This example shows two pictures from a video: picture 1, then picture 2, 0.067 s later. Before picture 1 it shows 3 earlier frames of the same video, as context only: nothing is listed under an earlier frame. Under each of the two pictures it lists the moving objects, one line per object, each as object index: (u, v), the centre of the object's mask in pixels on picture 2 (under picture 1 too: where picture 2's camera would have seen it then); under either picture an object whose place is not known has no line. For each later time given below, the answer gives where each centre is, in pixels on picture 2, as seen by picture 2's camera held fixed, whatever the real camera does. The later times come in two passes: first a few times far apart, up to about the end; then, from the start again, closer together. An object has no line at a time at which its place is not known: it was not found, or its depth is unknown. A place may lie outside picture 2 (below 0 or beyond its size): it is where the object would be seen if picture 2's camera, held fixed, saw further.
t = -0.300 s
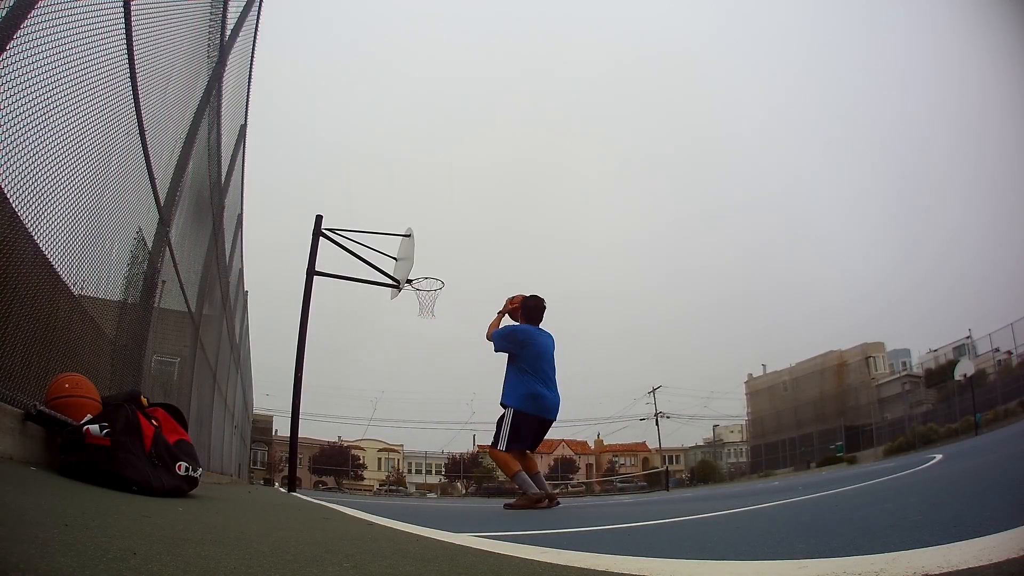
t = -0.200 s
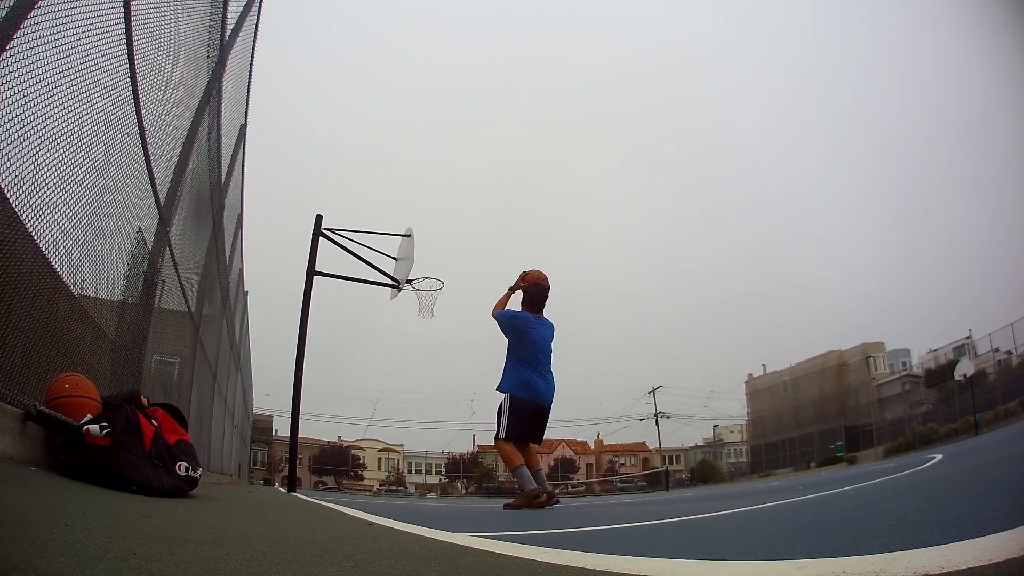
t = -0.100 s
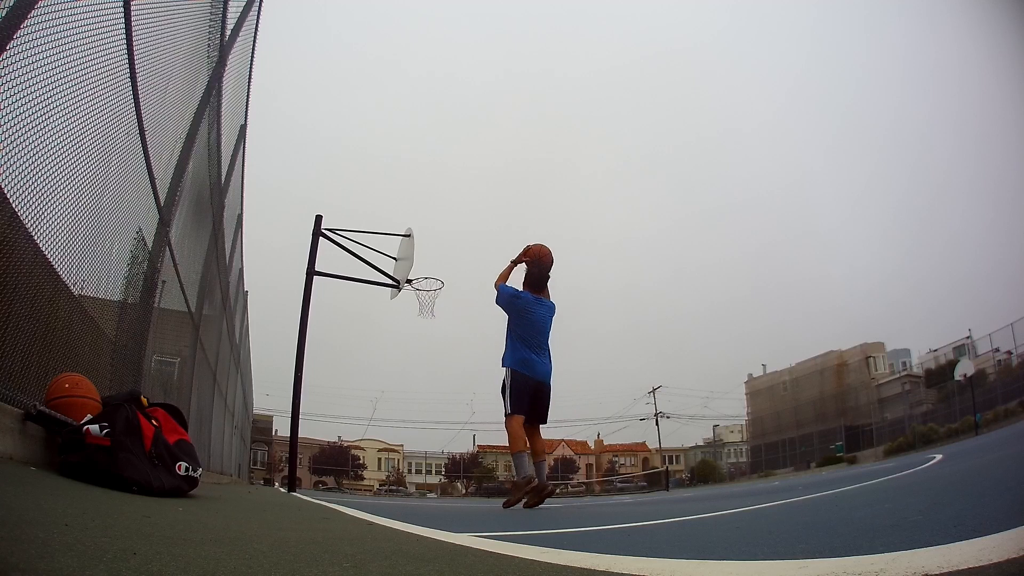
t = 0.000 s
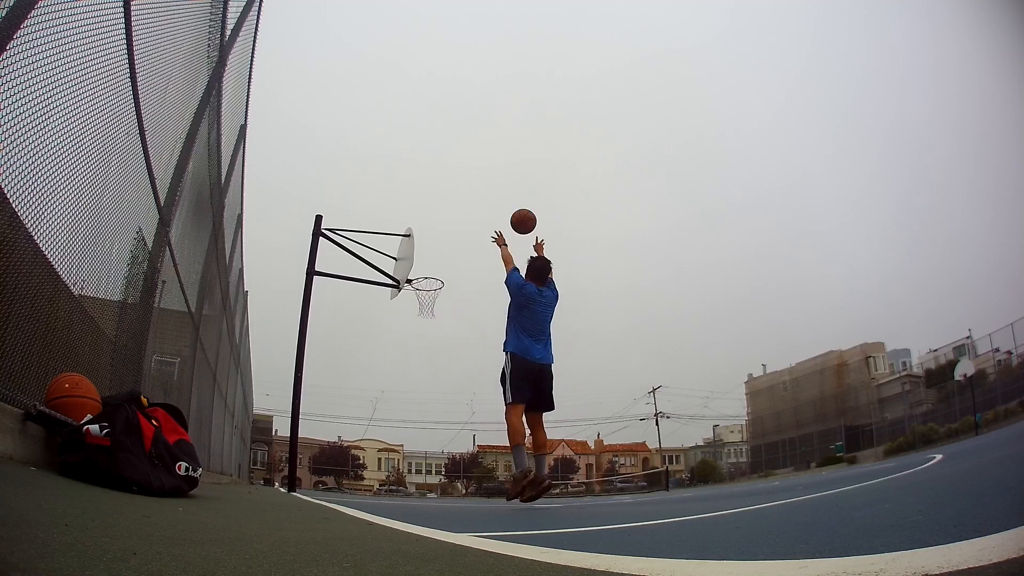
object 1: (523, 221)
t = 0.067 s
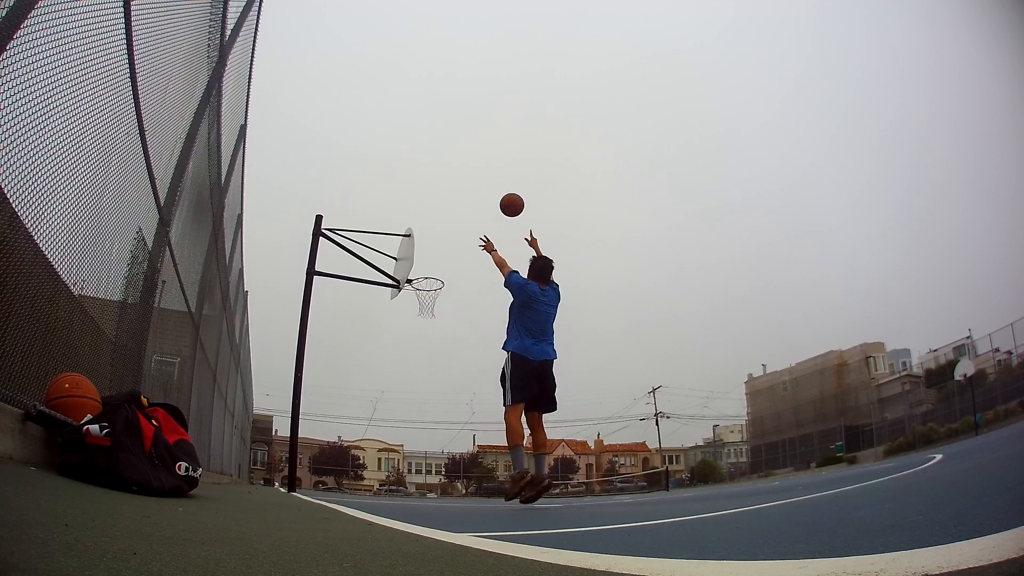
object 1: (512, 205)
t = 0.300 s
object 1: (480, 185)
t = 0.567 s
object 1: (454, 208)
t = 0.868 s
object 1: (430, 281)
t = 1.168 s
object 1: (414, 354)
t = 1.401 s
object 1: (401, 462)
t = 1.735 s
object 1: (399, 382)
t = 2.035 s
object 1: (400, 323)
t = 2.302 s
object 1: (398, 330)
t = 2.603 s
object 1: (391, 433)
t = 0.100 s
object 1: (506, 199)
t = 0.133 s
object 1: (501, 194)
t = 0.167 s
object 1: (497, 190)
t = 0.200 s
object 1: (493, 188)
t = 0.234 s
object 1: (488, 186)
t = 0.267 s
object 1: (484, 185)
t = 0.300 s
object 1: (480, 185)
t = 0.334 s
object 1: (477, 185)
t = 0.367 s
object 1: (473, 187)
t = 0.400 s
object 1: (470, 189)
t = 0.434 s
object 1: (467, 191)
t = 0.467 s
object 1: (464, 195)
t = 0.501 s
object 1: (460, 199)
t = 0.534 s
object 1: (457, 203)
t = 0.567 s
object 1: (454, 208)
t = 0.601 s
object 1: (452, 214)
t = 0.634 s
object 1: (449, 220)
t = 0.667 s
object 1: (446, 227)
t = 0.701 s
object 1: (443, 235)
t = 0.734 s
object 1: (441, 243)
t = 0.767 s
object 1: (438, 252)
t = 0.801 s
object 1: (436, 261)
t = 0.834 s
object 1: (433, 270)
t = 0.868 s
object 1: (430, 281)
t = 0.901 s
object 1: (428, 290)
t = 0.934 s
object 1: (426, 296)
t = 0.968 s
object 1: (424, 302)
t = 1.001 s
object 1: (422, 309)
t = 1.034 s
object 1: (421, 316)
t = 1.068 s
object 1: (419, 324)
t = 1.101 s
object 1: (417, 333)
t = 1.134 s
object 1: (416, 343)
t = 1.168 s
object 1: (414, 354)
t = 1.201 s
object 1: (412, 366)
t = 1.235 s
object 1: (410, 379)
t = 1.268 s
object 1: (408, 394)
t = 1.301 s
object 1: (406, 409)
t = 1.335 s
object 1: (404, 426)
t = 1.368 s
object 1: (402, 443)
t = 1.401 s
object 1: (401, 462)
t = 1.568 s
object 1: (398, 442)
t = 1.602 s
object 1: (398, 429)
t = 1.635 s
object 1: (398, 416)
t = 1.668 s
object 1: (399, 404)
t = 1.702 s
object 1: (399, 392)
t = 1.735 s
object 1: (399, 382)
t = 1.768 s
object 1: (399, 372)
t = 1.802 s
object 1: (399, 363)
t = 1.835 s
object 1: (400, 355)
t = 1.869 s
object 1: (400, 347)
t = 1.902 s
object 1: (400, 341)
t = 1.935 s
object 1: (400, 335)
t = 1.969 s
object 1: (400, 330)
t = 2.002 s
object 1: (400, 326)
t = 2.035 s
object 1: (400, 323)
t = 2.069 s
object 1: (400, 320)
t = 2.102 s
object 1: (400, 319)
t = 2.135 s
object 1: (400, 319)
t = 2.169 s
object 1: (399, 319)
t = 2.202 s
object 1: (399, 320)
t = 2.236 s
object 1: (399, 322)
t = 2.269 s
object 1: (398, 326)
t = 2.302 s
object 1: (398, 330)
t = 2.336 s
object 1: (397, 336)
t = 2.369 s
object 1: (397, 343)
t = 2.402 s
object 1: (396, 351)
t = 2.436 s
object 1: (395, 361)
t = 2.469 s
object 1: (394, 372)
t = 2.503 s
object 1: (394, 385)
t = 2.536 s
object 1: (393, 399)
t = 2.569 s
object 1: (392, 415)
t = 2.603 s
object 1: (391, 433)
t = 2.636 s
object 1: (391, 452)
